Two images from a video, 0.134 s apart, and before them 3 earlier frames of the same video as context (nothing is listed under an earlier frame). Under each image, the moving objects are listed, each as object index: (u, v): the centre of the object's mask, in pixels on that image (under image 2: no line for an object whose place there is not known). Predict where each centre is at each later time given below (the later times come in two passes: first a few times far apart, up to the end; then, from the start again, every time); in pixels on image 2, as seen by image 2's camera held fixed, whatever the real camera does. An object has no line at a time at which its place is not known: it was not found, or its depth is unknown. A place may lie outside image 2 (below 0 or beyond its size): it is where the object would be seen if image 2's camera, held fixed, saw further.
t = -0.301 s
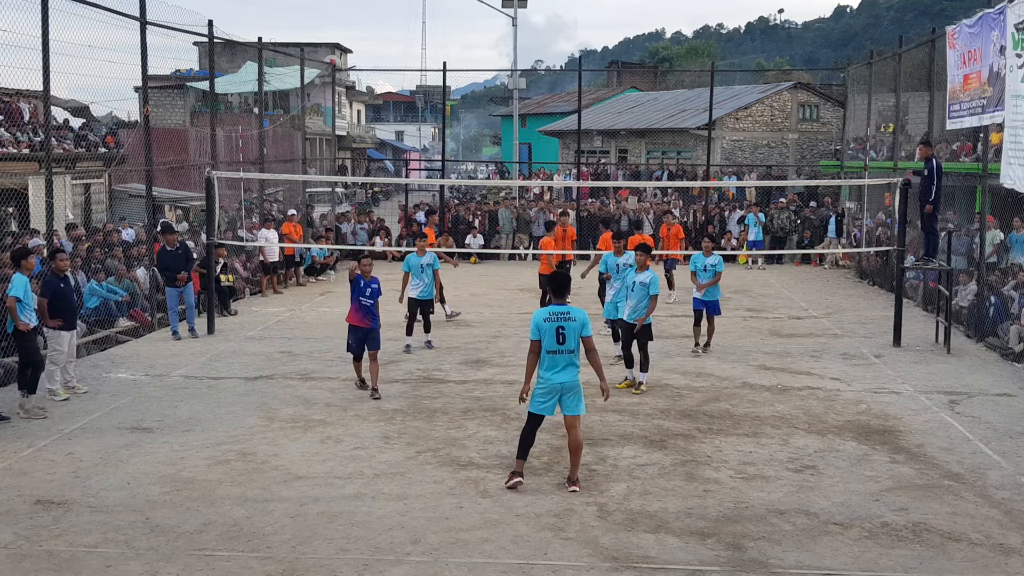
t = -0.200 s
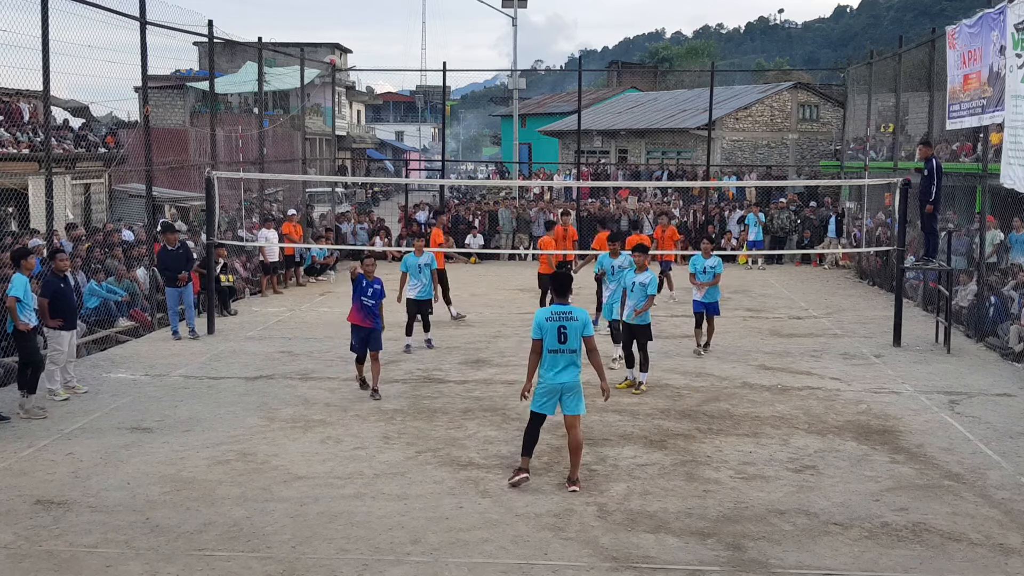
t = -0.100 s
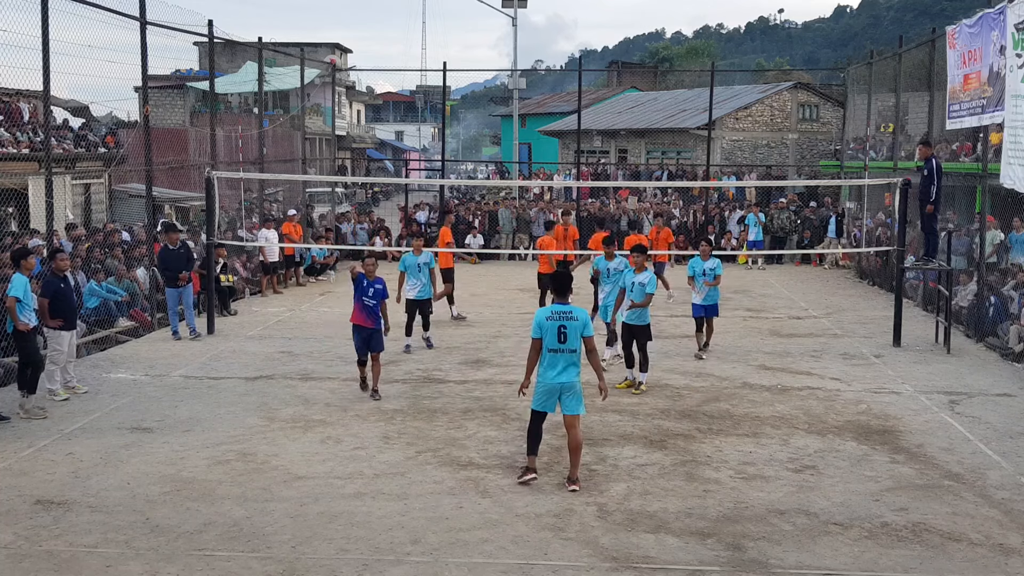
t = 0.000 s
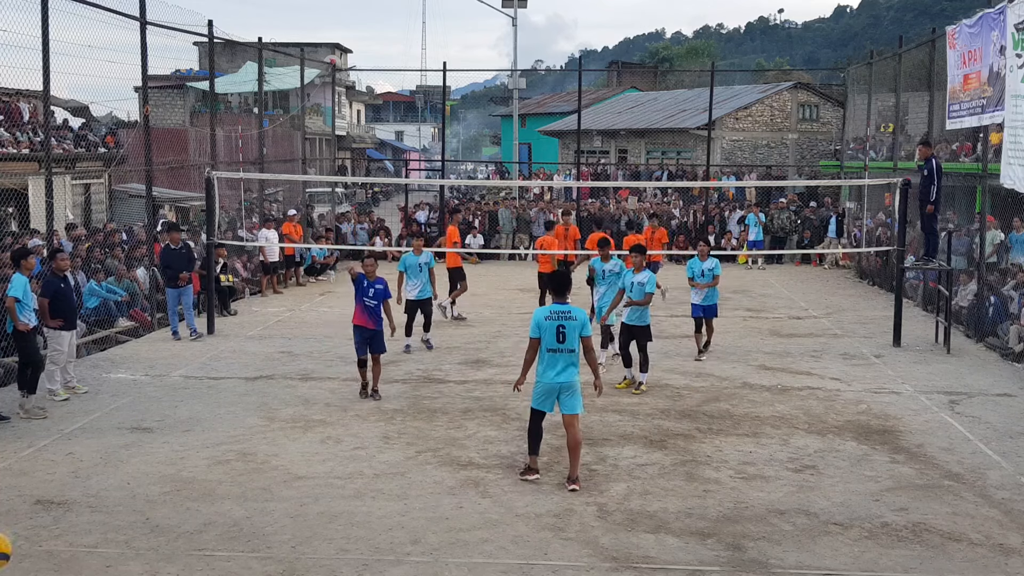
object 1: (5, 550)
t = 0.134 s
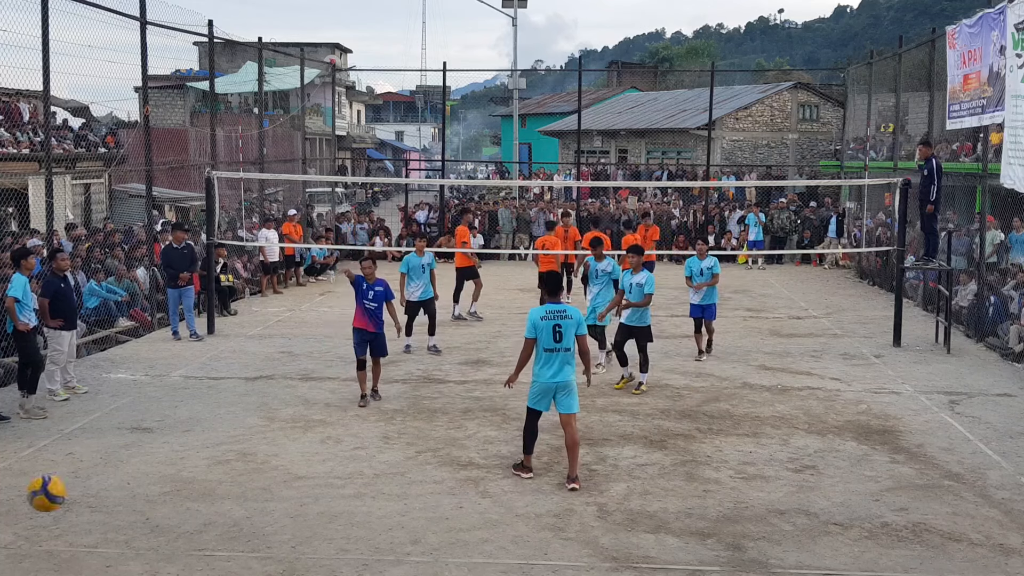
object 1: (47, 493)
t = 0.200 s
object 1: (73, 477)
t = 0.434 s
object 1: (163, 477)
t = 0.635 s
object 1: (233, 543)
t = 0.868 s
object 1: (301, 492)
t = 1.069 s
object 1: (354, 455)
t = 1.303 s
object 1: (409, 481)
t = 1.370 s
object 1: (423, 502)
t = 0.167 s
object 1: (59, 484)
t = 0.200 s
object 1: (73, 477)
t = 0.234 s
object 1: (87, 471)
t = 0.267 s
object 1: (100, 469)
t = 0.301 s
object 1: (113, 467)
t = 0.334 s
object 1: (126, 467)
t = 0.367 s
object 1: (139, 469)
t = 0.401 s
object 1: (151, 472)
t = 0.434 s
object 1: (163, 477)
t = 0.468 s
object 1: (176, 484)
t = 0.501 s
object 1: (188, 493)
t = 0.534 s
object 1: (199, 504)
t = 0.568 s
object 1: (211, 515)
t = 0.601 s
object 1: (222, 528)
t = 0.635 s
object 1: (233, 543)
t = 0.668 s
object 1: (244, 560)
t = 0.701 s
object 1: (255, 565)
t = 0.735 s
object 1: (264, 549)
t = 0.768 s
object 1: (274, 533)
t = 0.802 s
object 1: (283, 518)
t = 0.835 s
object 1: (292, 504)
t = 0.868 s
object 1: (301, 492)
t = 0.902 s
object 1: (311, 482)
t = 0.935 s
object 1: (320, 474)
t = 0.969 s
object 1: (329, 466)
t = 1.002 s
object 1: (337, 461)
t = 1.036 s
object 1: (346, 457)
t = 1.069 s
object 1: (354, 455)
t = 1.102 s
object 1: (362, 455)
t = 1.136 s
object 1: (370, 456)
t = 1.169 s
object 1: (378, 458)
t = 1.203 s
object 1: (386, 462)
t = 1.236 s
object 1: (394, 467)
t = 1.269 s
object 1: (402, 474)
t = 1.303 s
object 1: (409, 481)
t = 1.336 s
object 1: (416, 491)
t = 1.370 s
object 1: (423, 502)
